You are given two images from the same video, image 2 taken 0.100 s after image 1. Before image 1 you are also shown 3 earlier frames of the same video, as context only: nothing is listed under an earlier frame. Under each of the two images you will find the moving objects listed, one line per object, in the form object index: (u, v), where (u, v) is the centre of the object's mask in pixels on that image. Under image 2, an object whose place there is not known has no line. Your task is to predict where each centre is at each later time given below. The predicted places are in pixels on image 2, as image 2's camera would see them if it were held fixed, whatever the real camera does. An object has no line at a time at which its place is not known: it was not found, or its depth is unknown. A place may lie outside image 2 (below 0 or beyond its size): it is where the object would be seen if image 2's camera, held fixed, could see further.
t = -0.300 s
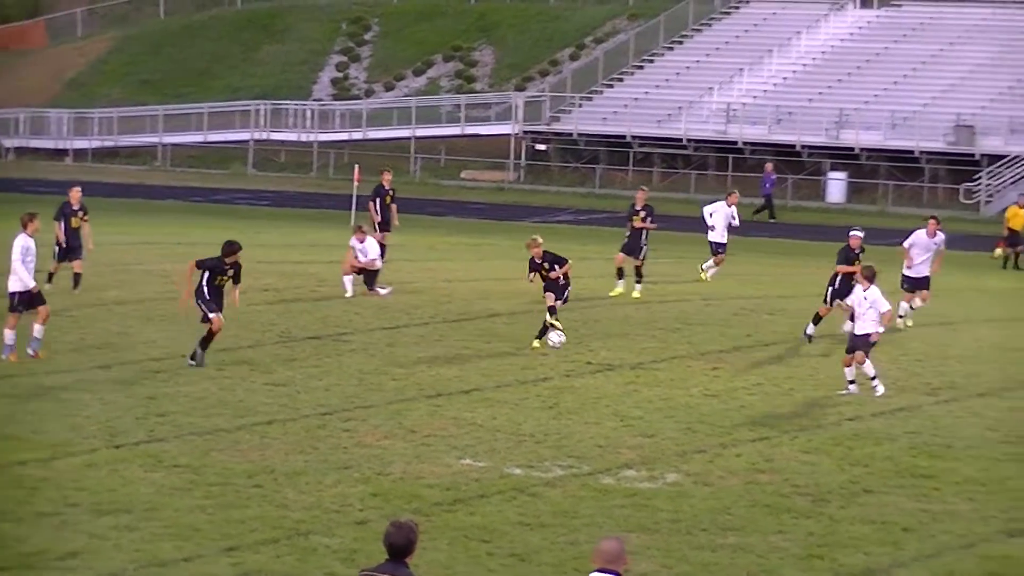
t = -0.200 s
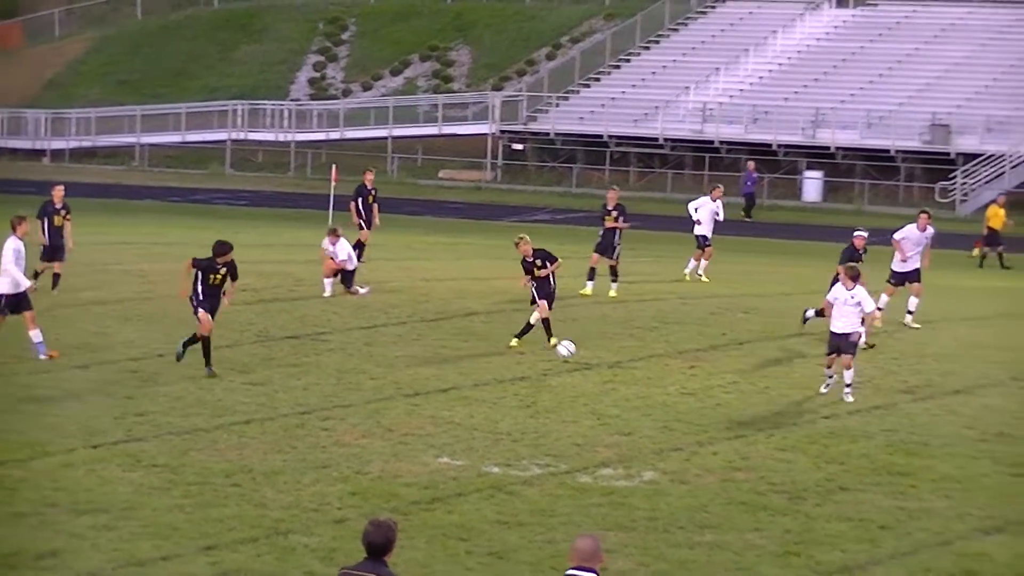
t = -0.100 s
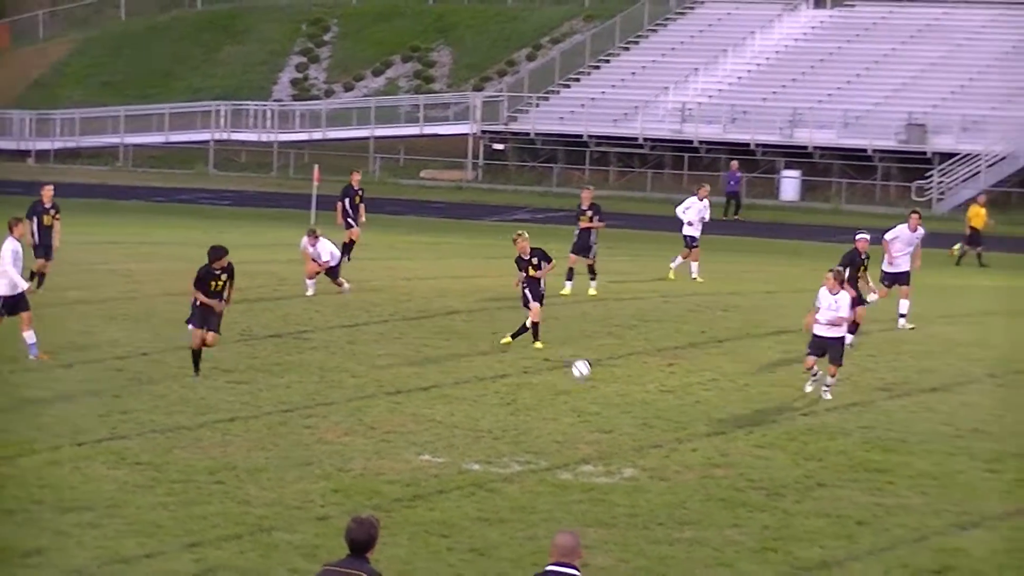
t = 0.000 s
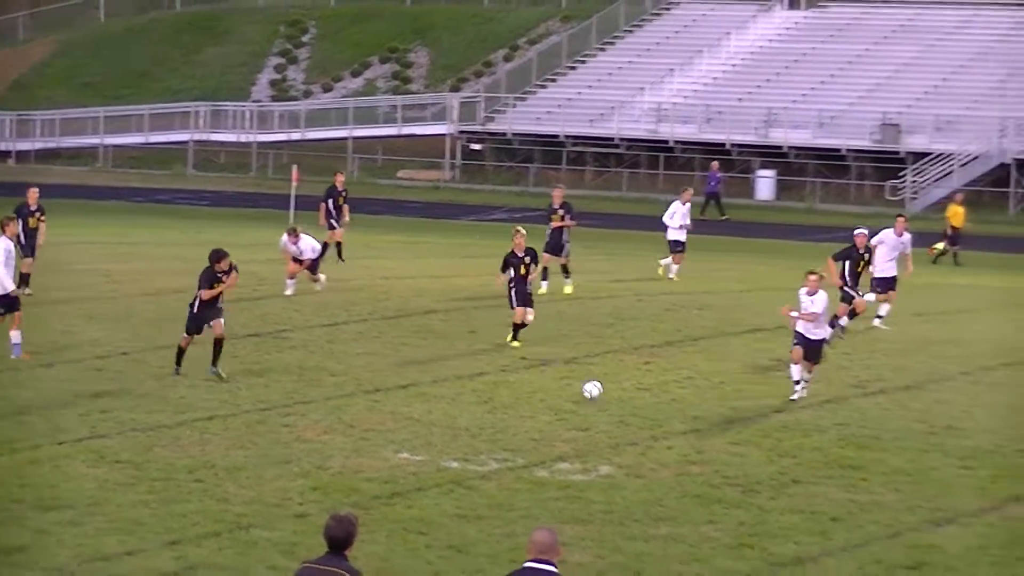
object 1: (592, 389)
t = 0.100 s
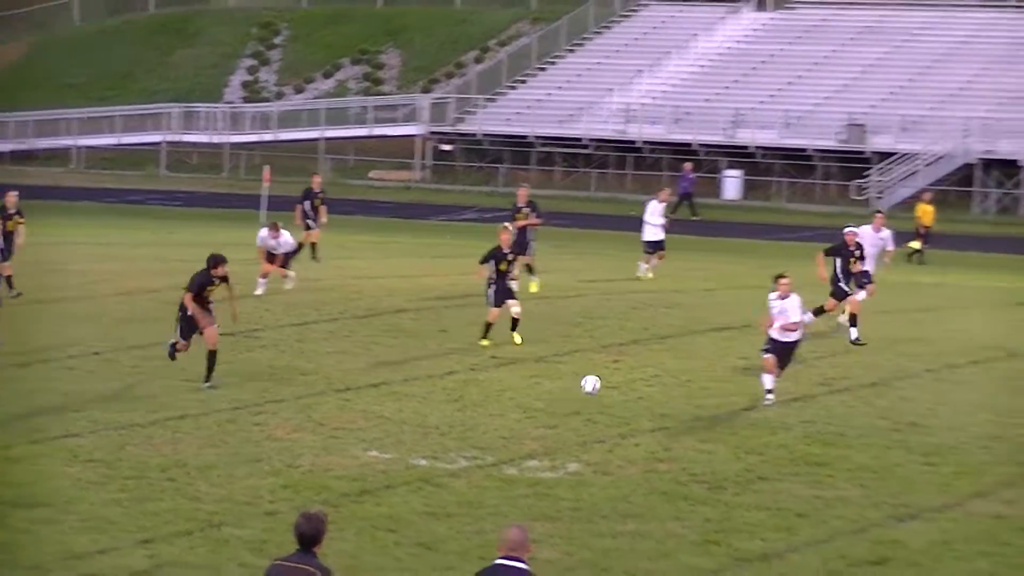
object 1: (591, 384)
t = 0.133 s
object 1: (599, 385)
